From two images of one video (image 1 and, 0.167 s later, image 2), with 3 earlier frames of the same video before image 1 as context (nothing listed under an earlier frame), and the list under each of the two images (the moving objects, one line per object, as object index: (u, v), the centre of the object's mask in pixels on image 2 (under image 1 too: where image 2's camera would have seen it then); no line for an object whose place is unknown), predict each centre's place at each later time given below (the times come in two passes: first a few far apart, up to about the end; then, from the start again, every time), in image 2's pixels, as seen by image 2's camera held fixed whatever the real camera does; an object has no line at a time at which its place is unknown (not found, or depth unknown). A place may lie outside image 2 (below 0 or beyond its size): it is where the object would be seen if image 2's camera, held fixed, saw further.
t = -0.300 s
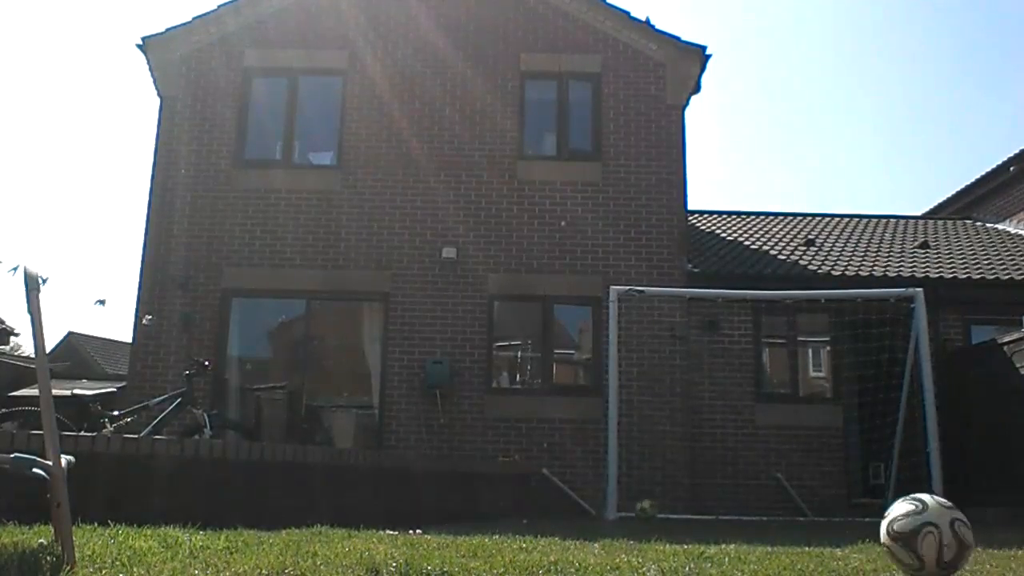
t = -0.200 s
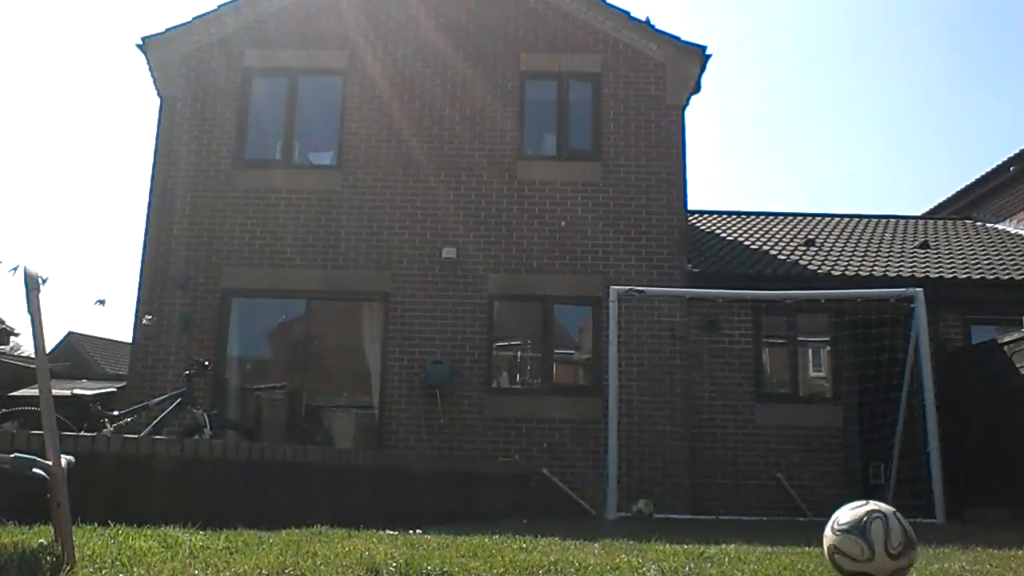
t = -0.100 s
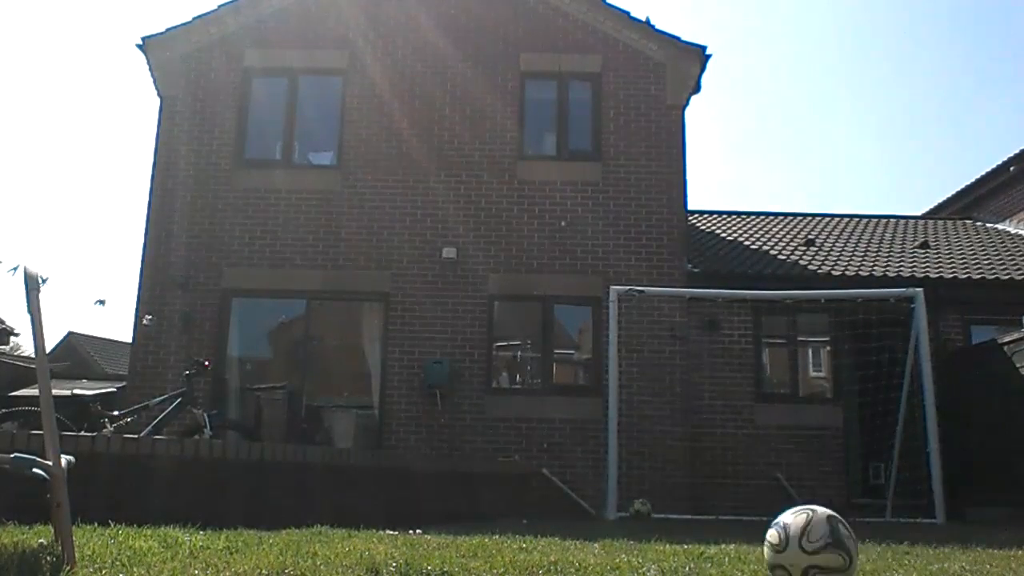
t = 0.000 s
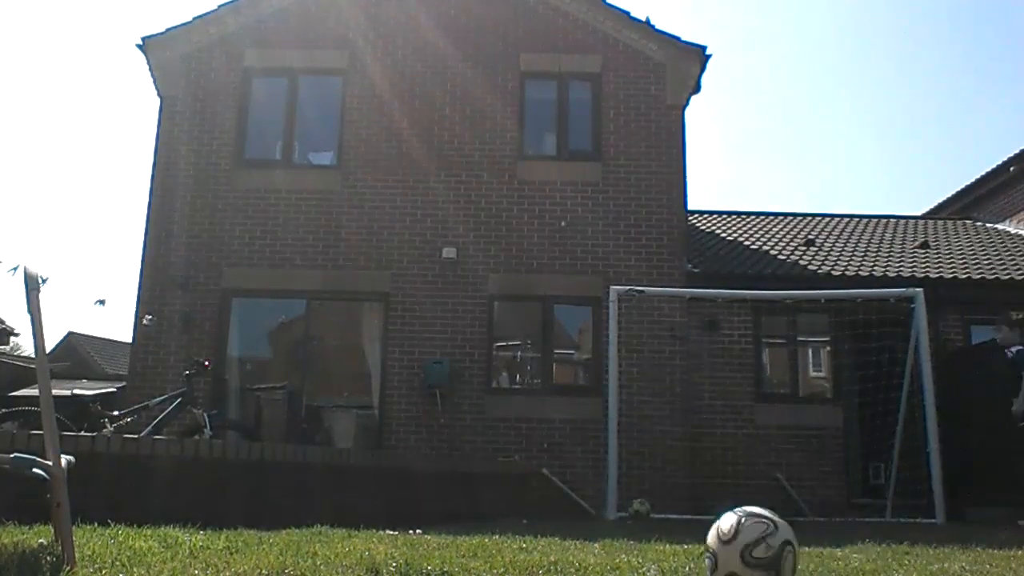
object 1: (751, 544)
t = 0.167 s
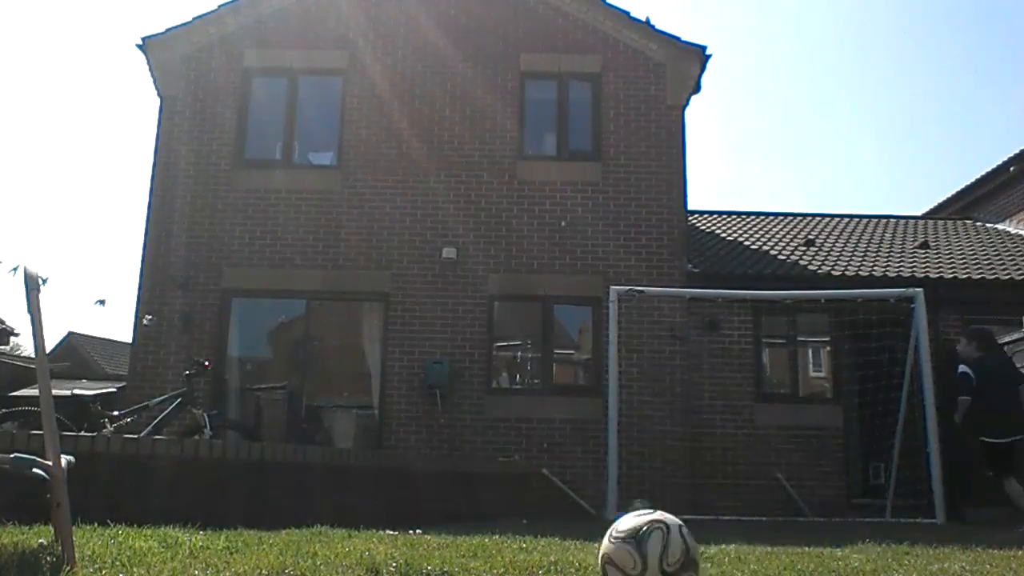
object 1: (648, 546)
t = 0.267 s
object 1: (583, 547)
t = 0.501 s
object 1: (422, 551)
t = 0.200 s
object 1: (627, 547)
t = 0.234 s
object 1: (605, 548)
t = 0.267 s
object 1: (583, 547)
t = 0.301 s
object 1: (562, 549)
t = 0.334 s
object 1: (539, 549)
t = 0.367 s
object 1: (516, 549)
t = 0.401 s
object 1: (494, 548)
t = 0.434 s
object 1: (470, 550)
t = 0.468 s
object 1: (446, 551)
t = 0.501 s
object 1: (422, 551)
